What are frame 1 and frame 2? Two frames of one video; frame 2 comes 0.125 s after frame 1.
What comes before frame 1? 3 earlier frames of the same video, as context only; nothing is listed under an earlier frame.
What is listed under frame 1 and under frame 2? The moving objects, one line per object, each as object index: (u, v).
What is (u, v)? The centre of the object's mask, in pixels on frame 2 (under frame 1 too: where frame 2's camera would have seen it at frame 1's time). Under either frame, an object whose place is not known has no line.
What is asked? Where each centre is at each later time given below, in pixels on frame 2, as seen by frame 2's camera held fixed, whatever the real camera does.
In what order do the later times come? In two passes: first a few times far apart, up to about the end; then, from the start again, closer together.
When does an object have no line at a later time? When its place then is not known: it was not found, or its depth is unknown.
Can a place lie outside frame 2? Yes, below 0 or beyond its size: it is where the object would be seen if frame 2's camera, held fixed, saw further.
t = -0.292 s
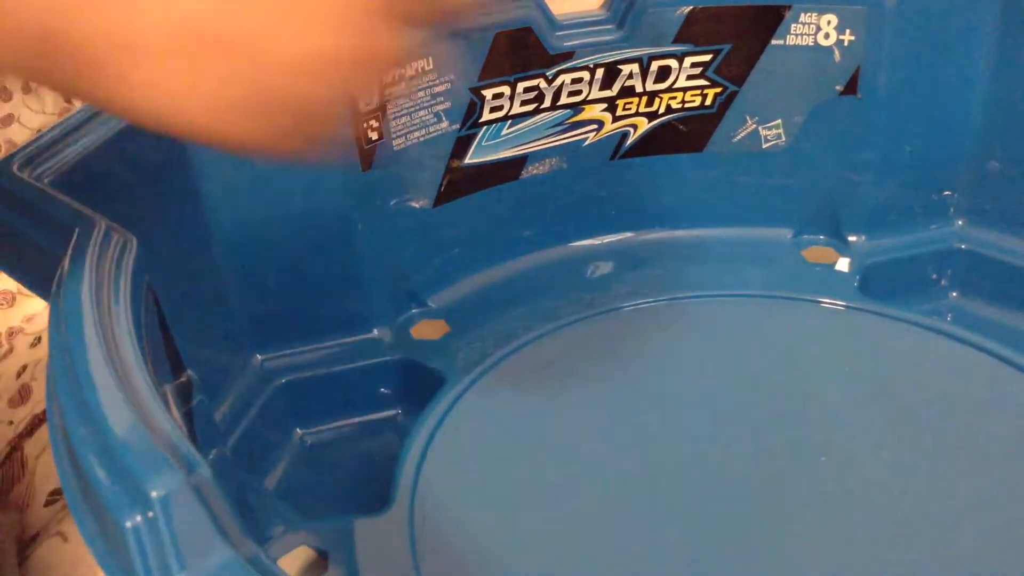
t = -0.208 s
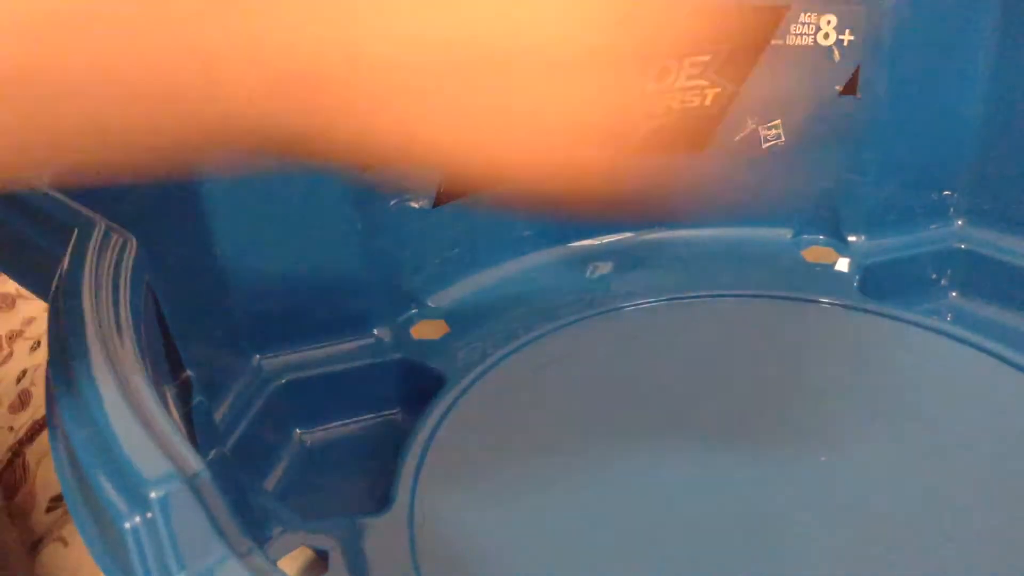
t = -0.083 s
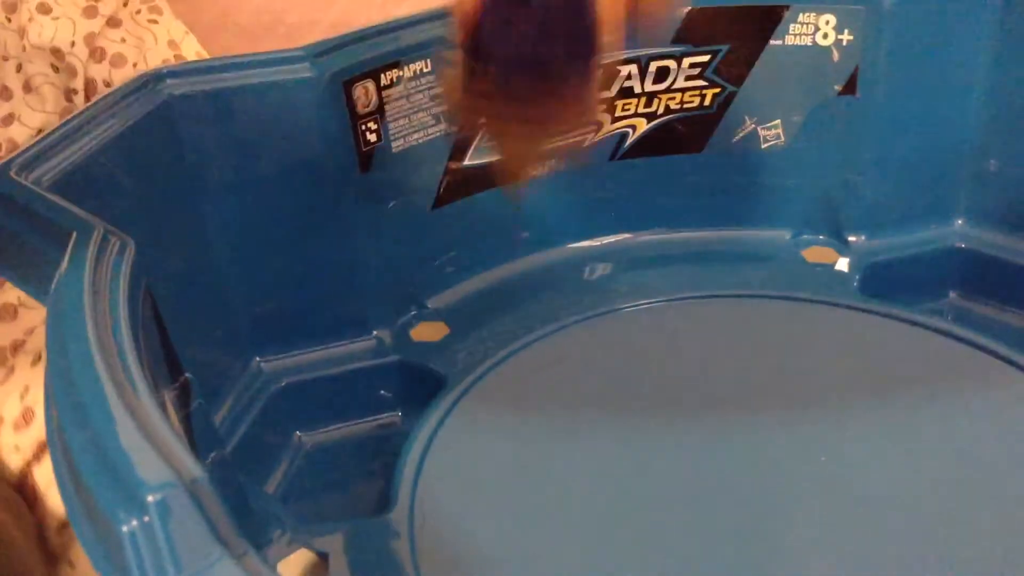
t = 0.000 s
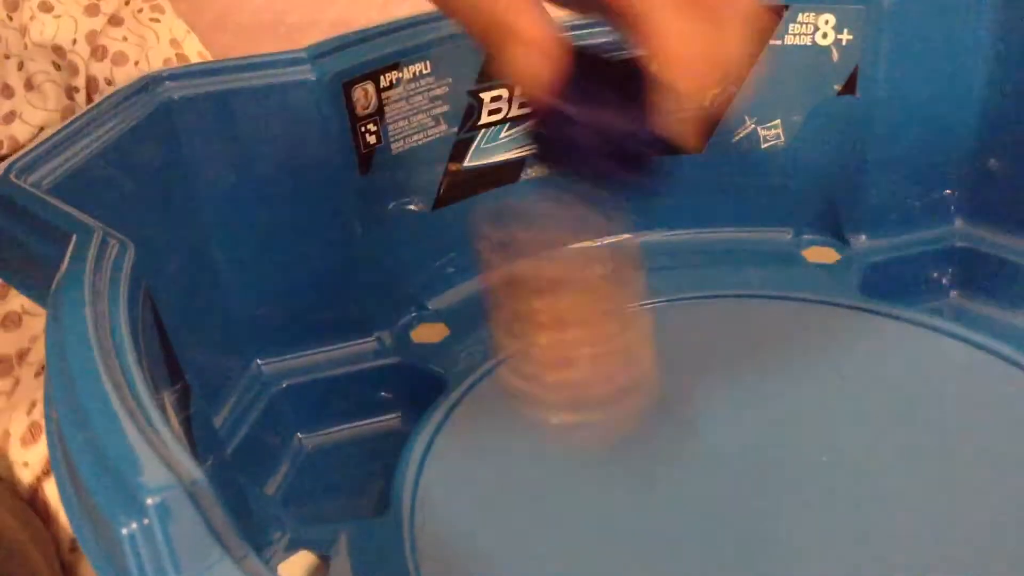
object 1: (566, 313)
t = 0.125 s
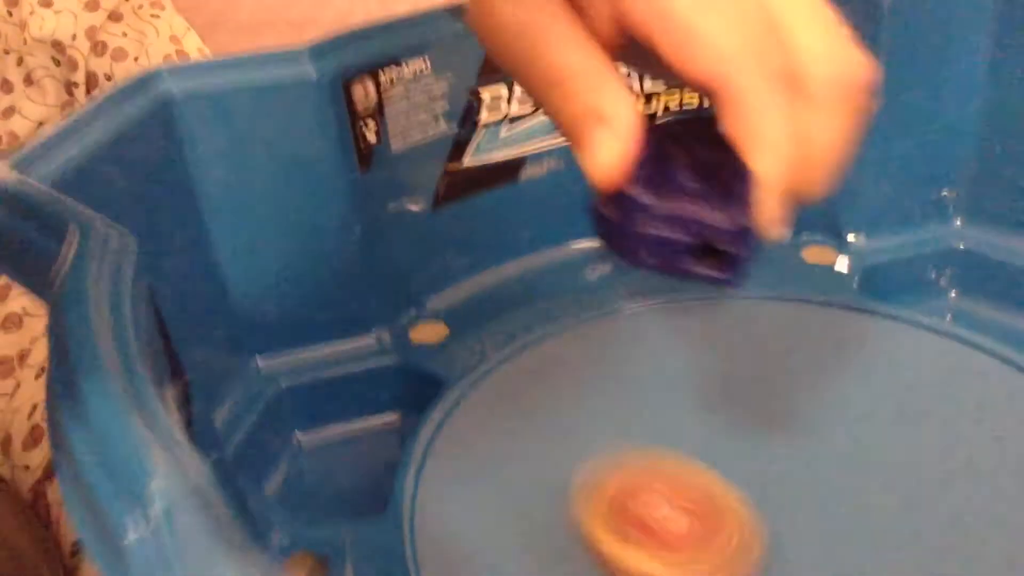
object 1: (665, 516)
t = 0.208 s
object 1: (735, 527)
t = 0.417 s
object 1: (885, 510)
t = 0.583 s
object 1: (930, 465)
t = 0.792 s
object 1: (901, 425)
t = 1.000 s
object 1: (835, 435)
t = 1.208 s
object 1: (790, 493)
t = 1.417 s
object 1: (793, 539)
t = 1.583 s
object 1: (820, 554)
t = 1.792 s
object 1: (847, 557)
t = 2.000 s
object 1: (837, 542)
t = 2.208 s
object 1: (783, 517)
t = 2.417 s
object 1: (721, 478)
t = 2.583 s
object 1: (689, 464)
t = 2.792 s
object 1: (680, 463)
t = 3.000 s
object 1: (719, 475)
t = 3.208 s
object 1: (786, 486)
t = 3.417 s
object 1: (849, 487)
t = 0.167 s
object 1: (701, 525)
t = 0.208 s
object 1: (735, 527)
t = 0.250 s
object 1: (770, 527)
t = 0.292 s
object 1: (804, 525)
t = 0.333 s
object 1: (835, 522)
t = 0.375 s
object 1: (862, 517)
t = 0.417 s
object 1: (885, 510)
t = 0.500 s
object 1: (916, 490)
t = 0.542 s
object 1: (925, 478)
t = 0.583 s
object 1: (930, 465)
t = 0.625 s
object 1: (931, 454)
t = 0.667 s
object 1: (927, 444)
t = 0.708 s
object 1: (920, 435)
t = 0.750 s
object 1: (912, 429)
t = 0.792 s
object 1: (901, 425)
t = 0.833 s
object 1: (889, 422)
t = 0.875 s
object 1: (876, 422)
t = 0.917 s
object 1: (863, 424)
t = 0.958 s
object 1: (848, 428)
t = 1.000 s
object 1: (835, 435)
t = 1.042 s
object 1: (823, 443)
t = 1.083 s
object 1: (812, 454)
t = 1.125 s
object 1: (803, 465)
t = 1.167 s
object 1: (796, 478)
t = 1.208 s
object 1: (790, 493)
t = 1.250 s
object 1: (787, 507)
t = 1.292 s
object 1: (785, 517)
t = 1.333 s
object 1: (787, 525)
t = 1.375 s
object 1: (789, 532)
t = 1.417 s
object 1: (793, 539)
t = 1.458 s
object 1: (798, 544)
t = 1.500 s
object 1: (806, 549)
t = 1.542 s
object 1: (813, 552)
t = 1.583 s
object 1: (820, 554)
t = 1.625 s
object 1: (826, 557)
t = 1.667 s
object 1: (834, 558)
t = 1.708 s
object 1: (839, 558)
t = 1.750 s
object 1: (842, 558)
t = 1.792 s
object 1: (847, 557)
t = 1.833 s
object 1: (850, 555)
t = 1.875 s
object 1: (849, 552)
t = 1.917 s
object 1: (848, 549)
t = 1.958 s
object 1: (844, 546)
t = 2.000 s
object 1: (837, 542)
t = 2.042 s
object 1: (830, 537)
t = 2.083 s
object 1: (821, 532)
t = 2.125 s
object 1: (810, 527)
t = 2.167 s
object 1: (796, 524)
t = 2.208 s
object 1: (783, 517)
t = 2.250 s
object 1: (771, 509)
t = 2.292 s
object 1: (758, 500)
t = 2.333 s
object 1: (746, 491)
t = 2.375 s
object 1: (733, 484)
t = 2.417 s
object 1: (721, 478)
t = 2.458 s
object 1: (711, 473)
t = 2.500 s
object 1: (702, 469)
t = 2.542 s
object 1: (695, 466)
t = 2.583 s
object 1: (689, 464)
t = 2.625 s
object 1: (684, 462)
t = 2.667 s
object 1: (680, 461)
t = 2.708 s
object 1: (678, 461)
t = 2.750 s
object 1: (678, 462)
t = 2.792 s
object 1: (680, 463)
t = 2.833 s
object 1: (684, 465)
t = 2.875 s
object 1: (691, 468)
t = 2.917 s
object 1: (699, 470)
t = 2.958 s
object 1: (708, 473)
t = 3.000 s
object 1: (719, 475)
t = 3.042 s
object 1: (731, 478)
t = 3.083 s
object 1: (745, 480)
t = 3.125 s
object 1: (758, 483)
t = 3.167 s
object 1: (772, 484)
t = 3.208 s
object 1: (786, 486)
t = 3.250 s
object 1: (799, 487)
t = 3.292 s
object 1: (813, 488)
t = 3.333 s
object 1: (826, 488)
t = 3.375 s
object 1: (838, 488)
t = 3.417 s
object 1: (849, 487)
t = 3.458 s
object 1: (859, 487)
